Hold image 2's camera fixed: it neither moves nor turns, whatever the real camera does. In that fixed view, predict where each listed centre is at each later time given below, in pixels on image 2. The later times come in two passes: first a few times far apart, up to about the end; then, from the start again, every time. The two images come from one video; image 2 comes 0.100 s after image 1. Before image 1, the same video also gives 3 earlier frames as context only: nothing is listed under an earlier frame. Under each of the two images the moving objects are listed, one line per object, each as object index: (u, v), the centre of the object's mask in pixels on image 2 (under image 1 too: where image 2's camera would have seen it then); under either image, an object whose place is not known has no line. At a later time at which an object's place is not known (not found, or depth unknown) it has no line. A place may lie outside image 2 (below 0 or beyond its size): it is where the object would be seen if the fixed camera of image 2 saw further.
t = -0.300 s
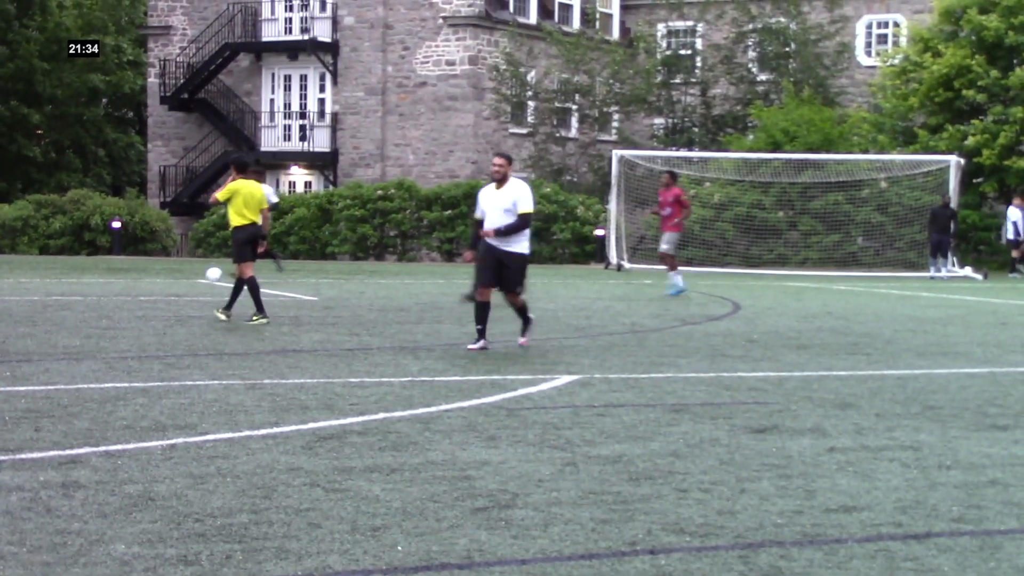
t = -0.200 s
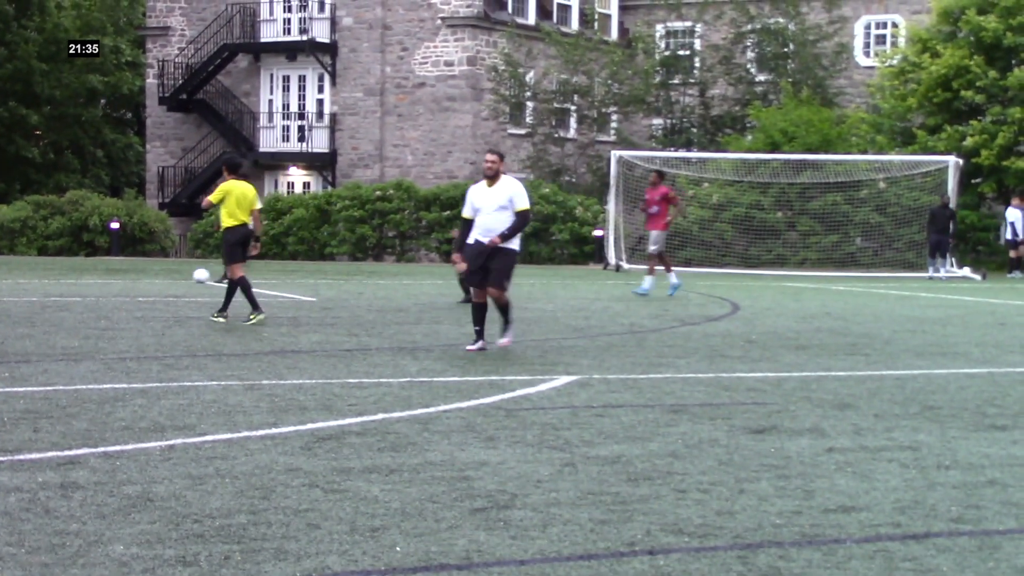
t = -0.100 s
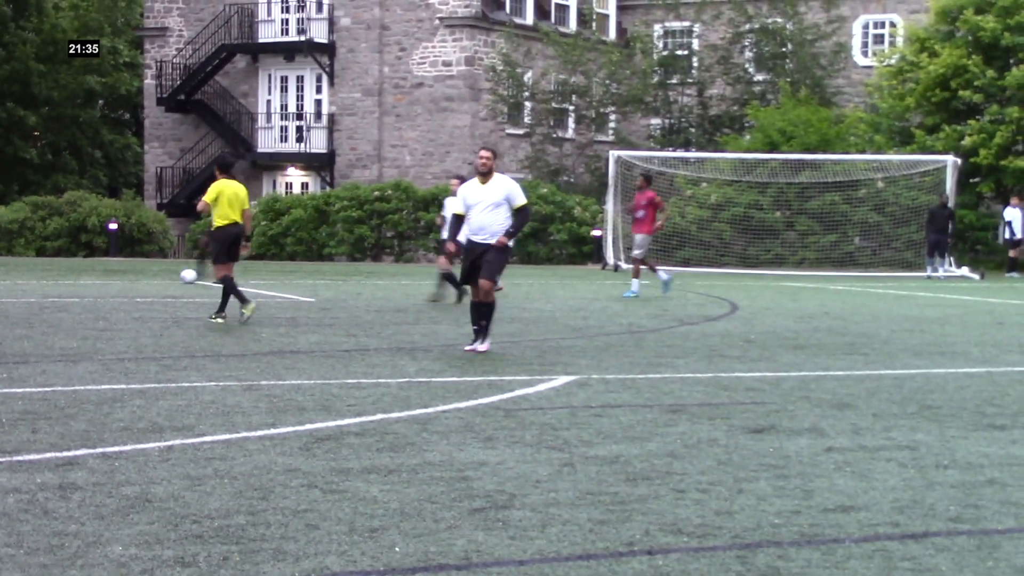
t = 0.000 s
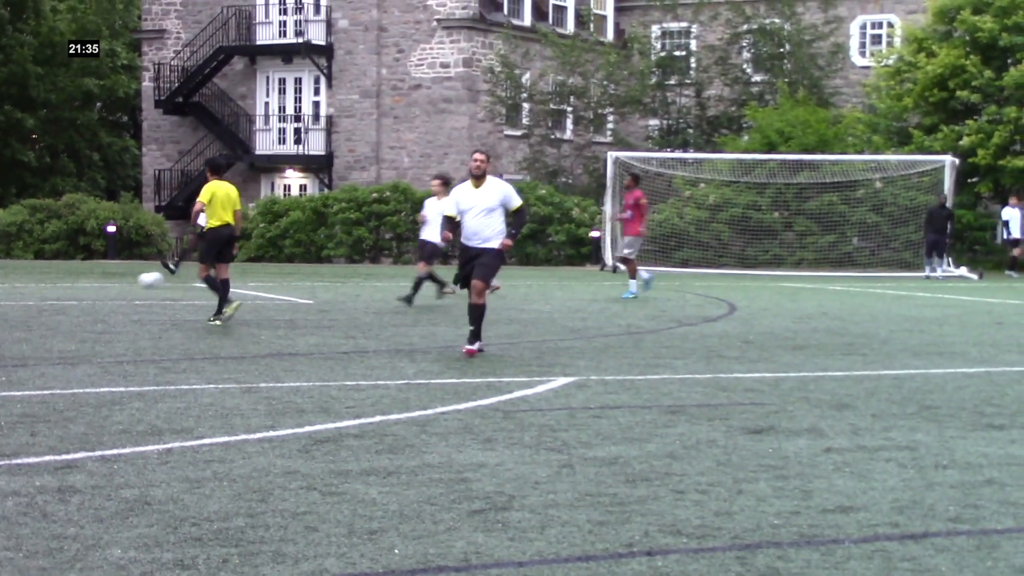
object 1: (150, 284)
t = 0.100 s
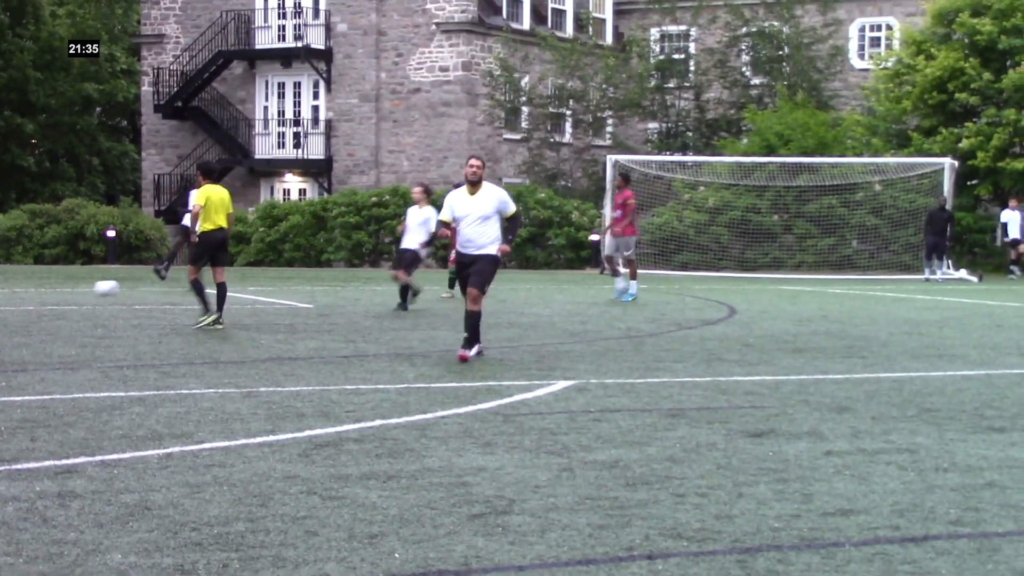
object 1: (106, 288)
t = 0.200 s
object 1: (62, 287)
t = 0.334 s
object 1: (6, 291)
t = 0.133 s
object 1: (92, 287)
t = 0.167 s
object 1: (77, 287)
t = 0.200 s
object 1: (62, 287)
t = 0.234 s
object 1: (47, 290)
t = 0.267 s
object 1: (31, 292)
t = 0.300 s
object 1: (17, 292)
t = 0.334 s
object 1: (6, 291)
